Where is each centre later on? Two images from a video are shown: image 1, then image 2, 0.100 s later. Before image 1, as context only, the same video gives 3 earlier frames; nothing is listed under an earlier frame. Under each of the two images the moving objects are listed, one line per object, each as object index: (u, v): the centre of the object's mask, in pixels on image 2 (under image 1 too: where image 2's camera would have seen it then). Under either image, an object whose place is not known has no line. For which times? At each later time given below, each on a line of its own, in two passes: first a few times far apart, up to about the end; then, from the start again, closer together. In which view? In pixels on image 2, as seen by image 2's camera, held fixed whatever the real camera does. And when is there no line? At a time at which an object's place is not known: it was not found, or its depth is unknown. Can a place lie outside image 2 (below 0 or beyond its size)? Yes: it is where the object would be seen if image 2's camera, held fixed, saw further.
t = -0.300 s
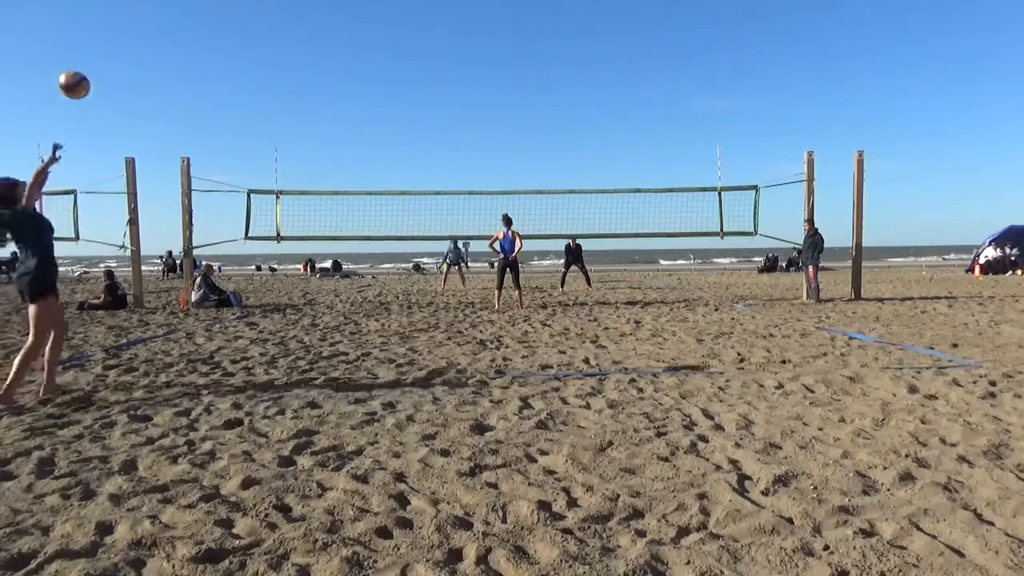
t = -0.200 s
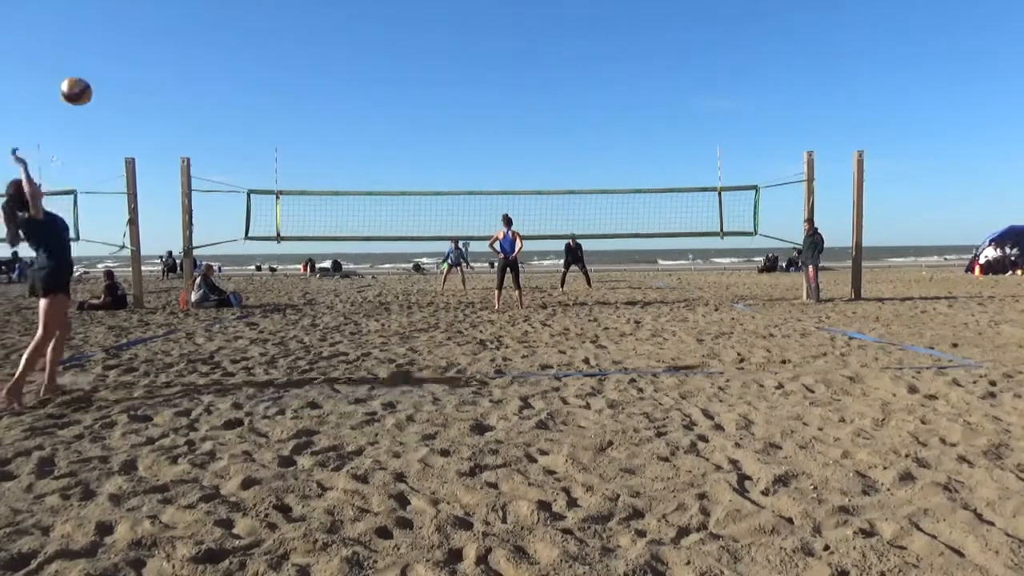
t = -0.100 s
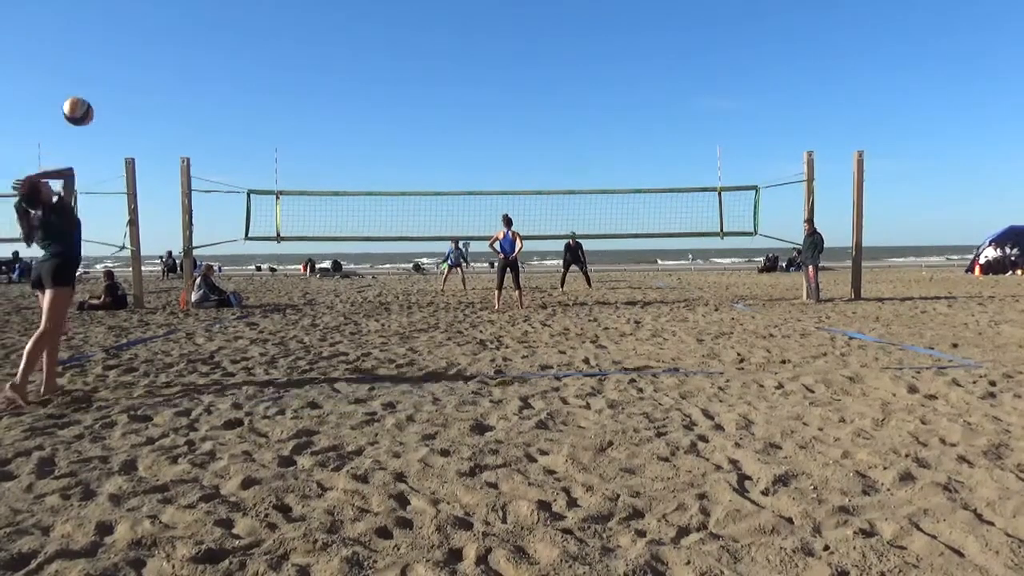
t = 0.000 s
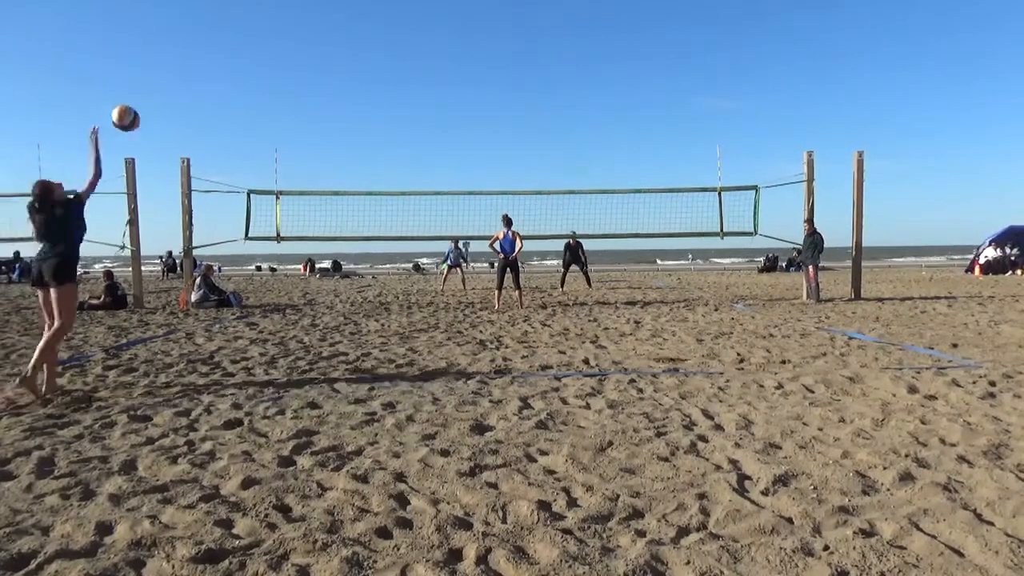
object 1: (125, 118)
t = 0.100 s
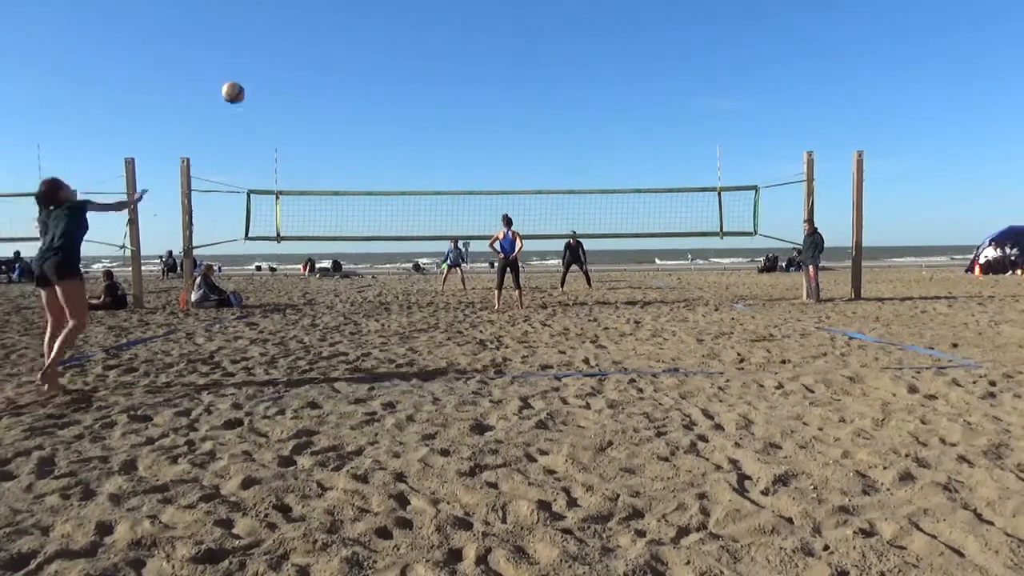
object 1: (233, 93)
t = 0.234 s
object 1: (331, 87)
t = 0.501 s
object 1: (439, 119)
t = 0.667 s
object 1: (484, 152)
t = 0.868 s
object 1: (524, 203)
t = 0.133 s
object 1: (262, 89)
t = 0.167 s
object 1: (287, 86)
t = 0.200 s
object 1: (310, 86)
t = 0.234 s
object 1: (331, 87)
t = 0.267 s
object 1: (350, 89)
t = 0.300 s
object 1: (366, 91)
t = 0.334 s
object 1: (381, 95)
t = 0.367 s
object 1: (394, 99)
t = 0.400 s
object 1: (407, 103)
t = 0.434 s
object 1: (418, 108)
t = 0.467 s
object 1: (429, 114)
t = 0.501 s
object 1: (439, 119)
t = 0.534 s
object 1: (449, 125)
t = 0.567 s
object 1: (458, 131)
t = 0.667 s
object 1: (484, 152)
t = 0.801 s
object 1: (512, 185)
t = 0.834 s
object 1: (518, 196)
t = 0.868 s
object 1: (524, 203)
